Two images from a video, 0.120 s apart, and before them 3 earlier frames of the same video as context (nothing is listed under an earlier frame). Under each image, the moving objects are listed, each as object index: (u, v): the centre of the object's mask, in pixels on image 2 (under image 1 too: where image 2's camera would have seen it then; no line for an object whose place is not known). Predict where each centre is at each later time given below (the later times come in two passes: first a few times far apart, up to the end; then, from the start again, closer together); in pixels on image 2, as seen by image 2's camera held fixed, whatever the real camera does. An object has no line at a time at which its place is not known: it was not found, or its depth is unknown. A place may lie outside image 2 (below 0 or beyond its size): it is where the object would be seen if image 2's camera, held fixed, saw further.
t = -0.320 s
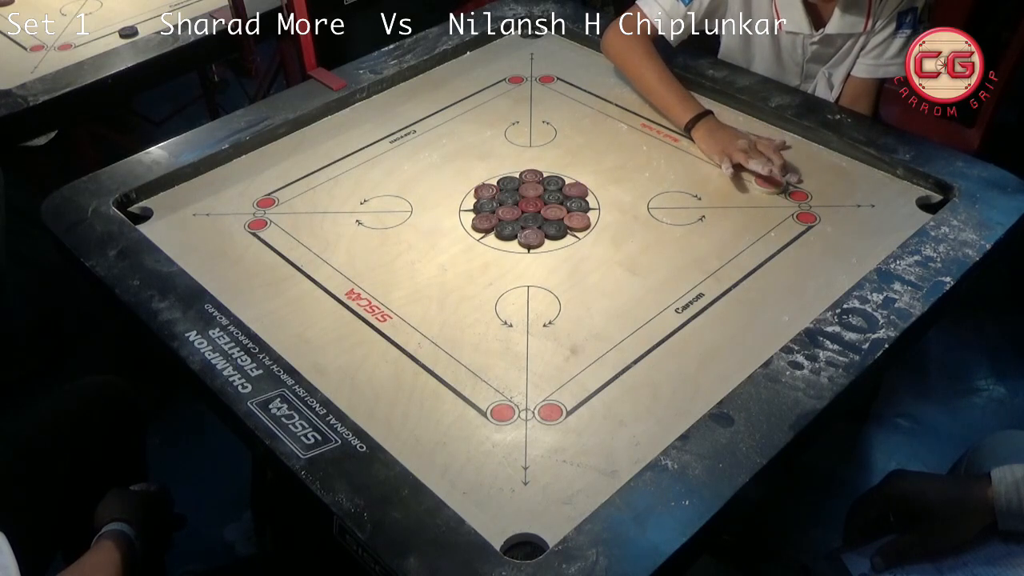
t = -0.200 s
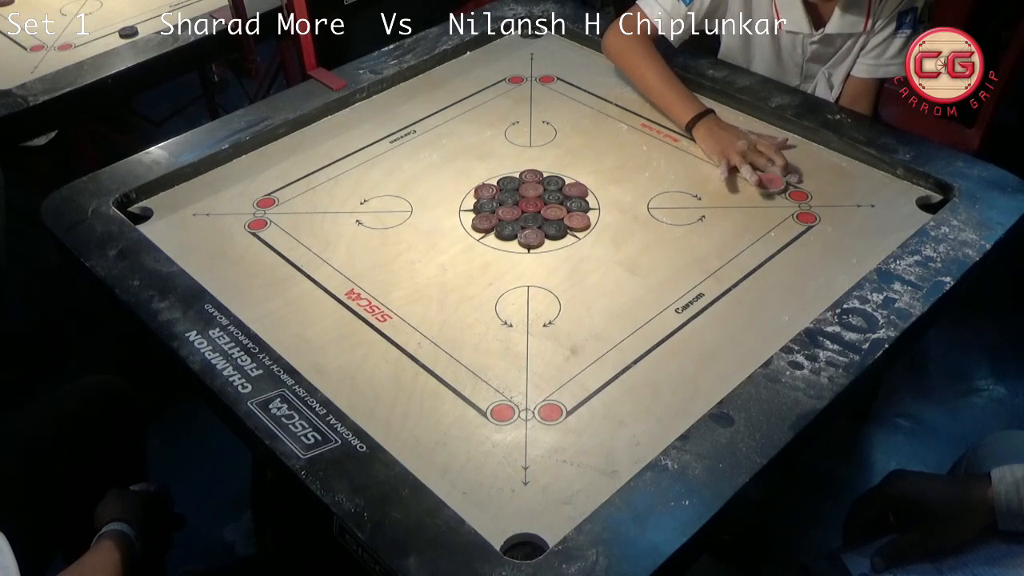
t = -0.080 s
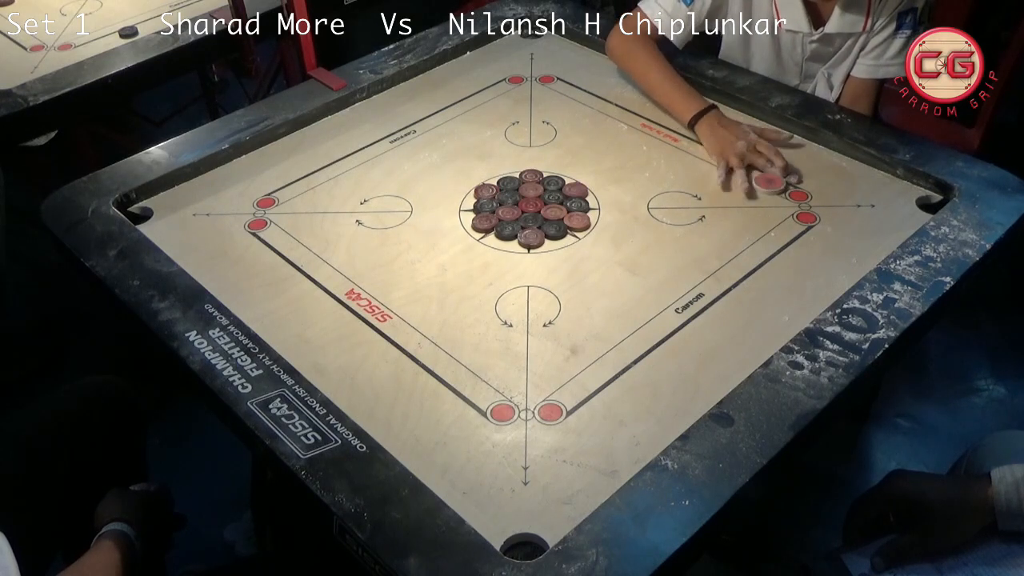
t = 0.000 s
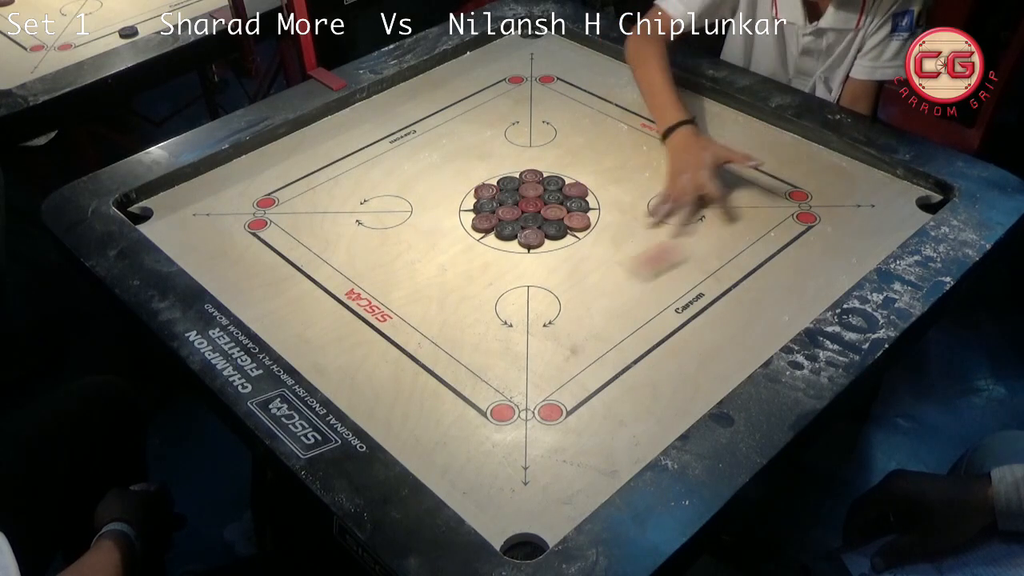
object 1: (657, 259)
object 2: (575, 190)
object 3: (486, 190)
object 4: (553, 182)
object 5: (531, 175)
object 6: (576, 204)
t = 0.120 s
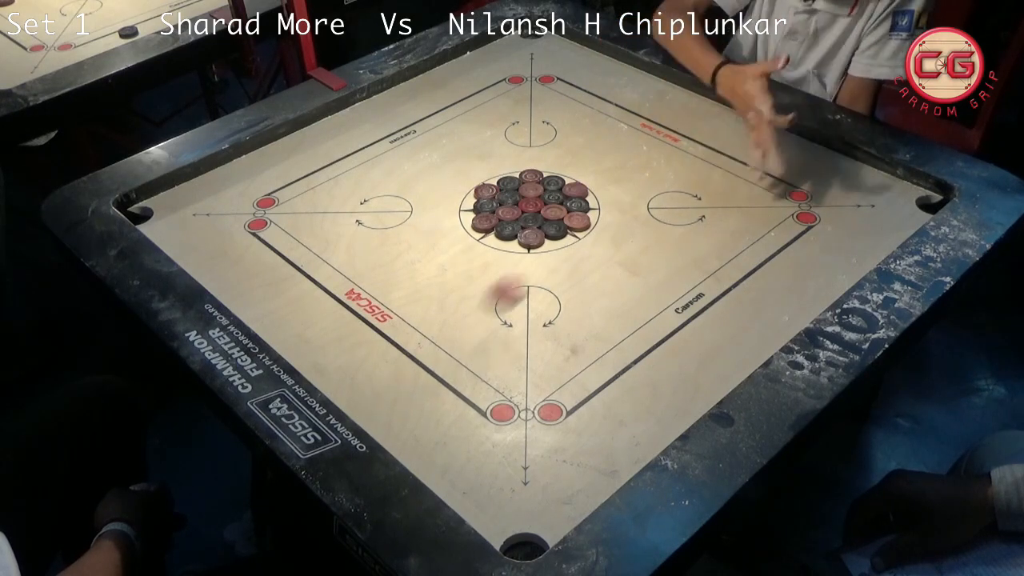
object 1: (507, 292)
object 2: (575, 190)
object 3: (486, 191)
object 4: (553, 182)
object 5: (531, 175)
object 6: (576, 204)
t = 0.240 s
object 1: (786, 194)
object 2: (596, 172)
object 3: (448, 169)
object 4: (566, 131)
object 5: (530, 151)
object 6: (617, 196)
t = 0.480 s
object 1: (610, 314)
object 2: (621, 148)
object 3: (384, 133)
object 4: (578, 51)
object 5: (529, 114)
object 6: (676, 181)
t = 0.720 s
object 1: (355, 265)
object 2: (622, 147)
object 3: (363, 119)
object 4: (514, 58)
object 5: (529, 109)
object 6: (682, 180)
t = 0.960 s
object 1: (420, 89)
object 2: (622, 147)
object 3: (363, 119)
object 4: (501, 59)
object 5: (529, 109)
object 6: (682, 180)
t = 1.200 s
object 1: (613, 63)
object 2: (622, 147)
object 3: (363, 119)
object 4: (501, 59)
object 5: (529, 109)
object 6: (682, 180)
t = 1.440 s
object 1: (629, 144)
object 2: (625, 181)
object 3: (362, 119)
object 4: (502, 59)
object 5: (529, 109)
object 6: (682, 180)
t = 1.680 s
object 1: (638, 177)
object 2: (640, 315)
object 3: (362, 119)
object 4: (501, 59)
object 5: (529, 109)
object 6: (682, 180)
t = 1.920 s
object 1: (644, 192)
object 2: (653, 426)
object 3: (362, 119)
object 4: (501, 59)
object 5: (529, 109)
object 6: (682, 180)
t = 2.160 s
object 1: (645, 193)
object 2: (632, 444)
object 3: (362, 119)
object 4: (501, 59)
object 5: (529, 109)
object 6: (682, 180)
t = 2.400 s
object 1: (645, 193)
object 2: (632, 444)
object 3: (362, 119)
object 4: (501, 59)
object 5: (529, 109)
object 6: (682, 180)
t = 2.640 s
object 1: (645, 193)
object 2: (632, 444)
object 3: (362, 119)
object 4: (501, 59)
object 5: (529, 109)
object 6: (682, 180)
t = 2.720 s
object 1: (645, 193)
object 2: (632, 444)
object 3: (362, 119)
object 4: (501, 59)
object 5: (529, 109)
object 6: (682, 180)
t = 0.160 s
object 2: (579, 187)
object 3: (481, 187)
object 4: (555, 175)
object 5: (531, 171)
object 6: (583, 204)
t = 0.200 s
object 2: (588, 179)
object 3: (464, 178)
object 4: (561, 152)
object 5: (530, 161)
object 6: (601, 200)
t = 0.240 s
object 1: (786, 194)
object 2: (596, 172)
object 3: (448, 169)
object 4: (566, 131)
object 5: (530, 151)
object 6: (617, 196)
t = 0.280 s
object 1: (870, 174)
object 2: (603, 166)
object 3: (433, 161)
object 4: (570, 113)
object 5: (530, 142)
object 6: (631, 193)
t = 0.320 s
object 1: (871, 223)
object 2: (608, 161)
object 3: (421, 154)
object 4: (574, 96)
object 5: (530, 135)
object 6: (644, 190)
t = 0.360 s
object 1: (844, 267)
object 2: (613, 156)
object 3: (410, 148)
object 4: (578, 81)
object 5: (529, 128)
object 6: (655, 187)
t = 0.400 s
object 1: (768, 283)
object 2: (617, 152)
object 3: (400, 142)
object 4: (581, 68)
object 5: (529, 123)
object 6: (664, 185)
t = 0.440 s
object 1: (688, 297)
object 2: (619, 150)
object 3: (391, 137)
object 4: (583, 57)
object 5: (529, 118)
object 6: (671, 183)
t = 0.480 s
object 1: (610, 314)
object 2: (621, 148)
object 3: (384, 133)
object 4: (578, 51)
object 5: (529, 114)
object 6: (676, 181)
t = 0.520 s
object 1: (530, 329)
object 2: (622, 147)
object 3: (378, 129)
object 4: (564, 53)
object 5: (529, 112)
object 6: (680, 180)
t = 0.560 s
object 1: (451, 345)
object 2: (622, 147)
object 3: (372, 125)
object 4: (551, 54)
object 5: (529, 110)
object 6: (682, 180)
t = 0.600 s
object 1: (369, 362)
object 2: (622, 147)
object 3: (368, 123)
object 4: (540, 55)
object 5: (529, 109)
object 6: (682, 180)
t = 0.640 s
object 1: (321, 356)
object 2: (622, 147)
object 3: (365, 121)
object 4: (530, 56)
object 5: (529, 109)
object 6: (682, 180)
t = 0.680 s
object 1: (339, 308)
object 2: (622, 147)
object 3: (364, 120)
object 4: (521, 57)
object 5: (529, 109)
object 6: (682, 180)
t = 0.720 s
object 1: (355, 265)
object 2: (622, 147)
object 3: (363, 119)
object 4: (514, 58)
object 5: (529, 109)
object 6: (682, 180)
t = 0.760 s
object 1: (368, 228)
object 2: (622, 147)
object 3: (362, 119)
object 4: (509, 58)
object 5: (529, 109)
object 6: (682, 180)
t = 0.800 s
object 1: (380, 194)
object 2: (622, 147)
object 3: (362, 119)
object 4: (505, 59)
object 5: (529, 109)
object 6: (682, 180)
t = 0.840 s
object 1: (392, 164)
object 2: (622, 147)
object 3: (362, 119)
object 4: (503, 59)
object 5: (529, 109)
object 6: (682, 180)
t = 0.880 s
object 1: (402, 137)
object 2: (622, 147)
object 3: (362, 119)
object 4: (501, 59)
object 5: (529, 109)
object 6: (682, 180)
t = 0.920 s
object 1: (411, 112)
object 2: (622, 147)
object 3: (363, 119)
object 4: (501, 59)
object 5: (529, 109)
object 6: (682, 180)
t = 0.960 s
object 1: (420, 89)
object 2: (622, 147)
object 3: (363, 119)
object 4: (501, 59)
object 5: (529, 109)
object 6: (682, 180)
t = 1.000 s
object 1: (440, 75)
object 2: (622, 147)
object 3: (363, 119)
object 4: (501, 59)
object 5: (529, 109)
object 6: (682, 180)
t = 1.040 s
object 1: (477, 72)
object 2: (622, 147)
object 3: (363, 119)
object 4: (502, 59)
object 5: (529, 109)
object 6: (682, 180)
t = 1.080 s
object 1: (512, 70)
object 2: (622, 147)
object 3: (362, 119)
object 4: (501, 59)
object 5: (529, 109)
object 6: (682, 180)
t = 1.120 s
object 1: (547, 67)
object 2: (622, 147)
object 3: (363, 119)
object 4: (501, 59)
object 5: (529, 109)
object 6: (682, 180)
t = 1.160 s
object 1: (581, 65)
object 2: (622, 147)
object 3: (363, 119)
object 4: (501, 59)
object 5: (529, 109)
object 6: (682, 180)
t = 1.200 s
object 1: (613, 63)
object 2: (622, 147)
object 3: (363, 119)
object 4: (501, 59)
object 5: (529, 109)
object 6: (682, 180)
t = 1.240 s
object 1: (616, 78)
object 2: (622, 147)
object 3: (363, 119)
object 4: (501, 59)
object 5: (529, 109)
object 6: (682, 180)
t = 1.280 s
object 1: (619, 94)
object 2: (622, 147)
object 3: (363, 119)
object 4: (501, 59)
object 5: (529, 109)
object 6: (682, 180)
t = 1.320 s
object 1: (622, 110)
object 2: (622, 147)
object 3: (363, 119)
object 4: (501, 59)
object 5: (529, 109)
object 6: (682, 180)
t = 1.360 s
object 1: (625, 125)
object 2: (622, 147)
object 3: (363, 119)
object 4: (501, 59)
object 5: (529, 109)
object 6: (682, 180)
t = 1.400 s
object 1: (626, 137)
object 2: (623, 160)
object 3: (363, 119)
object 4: (501, 59)
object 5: (529, 109)
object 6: (682, 180)
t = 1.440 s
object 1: (629, 144)
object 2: (625, 181)
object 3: (362, 119)
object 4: (502, 59)
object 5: (529, 109)
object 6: (682, 180)
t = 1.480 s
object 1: (631, 151)
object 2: (628, 204)
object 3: (363, 119)
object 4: (501, 59)
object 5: (529, 109)
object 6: (682, 180)
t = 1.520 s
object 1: (632, 157)
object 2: (630, 227)
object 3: (363, 119)
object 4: (501, 59)
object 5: (529, 109)
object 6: (682, 180)
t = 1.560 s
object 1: (634, 163)
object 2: (633, 249)
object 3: (363, 119)
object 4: (501, 59)
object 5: (529, 109)
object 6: (682, 180)
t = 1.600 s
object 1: (635, 168)
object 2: (635, 272)
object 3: (362, 119)
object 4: (501, 59)
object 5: (529, 109)
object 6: (682, 180)
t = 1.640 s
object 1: (636, 173)
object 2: (638, 294)
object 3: (362, 119)
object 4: (501, 59)
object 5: (529, 109)
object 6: (682, 180)
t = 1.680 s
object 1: (638, 177)
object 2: (640, 315)
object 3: (362, 119)
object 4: (501, 59)
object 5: (529, 109)
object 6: (682, 180)
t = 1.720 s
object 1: (639, 181)
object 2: (643, 336)
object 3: (362, 119)
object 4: (501, 59)
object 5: (529, 109)
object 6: (682, 180)
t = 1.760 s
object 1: (641, 184)
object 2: (645, 357)
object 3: (362, 119)
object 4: (501, 59)
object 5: (529, 109)
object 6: (682, 180)
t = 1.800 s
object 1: (642, 187)
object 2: (647, 376)
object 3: (362, 119)
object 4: (501, 59)
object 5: (529, 109)
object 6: (682, 180)
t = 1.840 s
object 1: (643, 189)
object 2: (649, 394)
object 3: (362, 119)
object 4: (501, 59)
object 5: (529, 109)
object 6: (682, 180)
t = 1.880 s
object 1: (644, 191)
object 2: (651, 410)
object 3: (362, 119)
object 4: (501, 59)
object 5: (529, 109)
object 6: (682, 180)
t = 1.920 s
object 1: (644, 192)
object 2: (653, 426)
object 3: (362, 119)
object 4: (501, 59)
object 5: (529, 109)
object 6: (682, 180)
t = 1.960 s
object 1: (645, 192)
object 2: (654, 438)
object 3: (362, 119)
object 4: (502, 59)
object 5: (529, 109)
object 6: (682, 180)
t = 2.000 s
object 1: (645, 192)
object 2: (648, 443)
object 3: (362, 119)
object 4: (501, 59)
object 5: (529, 109)
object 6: (682, 180)
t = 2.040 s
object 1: (645, 193)
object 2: (641, 444)
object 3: (362, 119)
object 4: (501, 59)
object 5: (529, 109)
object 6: (682, 180)
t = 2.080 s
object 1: (645, 193)
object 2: (635, 444)
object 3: (362, 119)
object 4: (501, 59)
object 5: (529, 109)
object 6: (682, 180)
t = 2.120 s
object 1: (645, 193)
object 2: (633, 444)
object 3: (362, 119)
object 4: (501, 59)
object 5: (529, 109)
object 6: (682, 180)
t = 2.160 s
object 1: (645, 193)
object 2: (632, 444)
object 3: (362, 119)
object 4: (501, 59)
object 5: (529, 109)
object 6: (682, 180)
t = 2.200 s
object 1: (645, 193)
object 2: (633, 443)
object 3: (362, 118)
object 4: (501, 59)
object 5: (529, 109)
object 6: (682, 180)
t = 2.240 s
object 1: (645, 193)
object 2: (633, 444)
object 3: (362, 119)
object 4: (501, 59)
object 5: (529, 109)
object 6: (682, 180)
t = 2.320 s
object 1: (645, 193)
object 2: (632, 444)
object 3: (362, 119)
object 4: (501, 59)
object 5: (529, 109)
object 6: (682, 180)
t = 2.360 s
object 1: (645, 193)
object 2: (632, 444)
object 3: (362, 119)
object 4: (501, 59)
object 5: (529, 109)
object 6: (682, 180)
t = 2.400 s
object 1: (645, 193)
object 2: (632, 444)
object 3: (362, 119)
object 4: (501, 59)
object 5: (529, 109)
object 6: (682, 180)
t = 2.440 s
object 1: (645, 193)
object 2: (632, 444)
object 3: (362, 119)
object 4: (501, 59)
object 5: (529, 109)
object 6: (682, 180)
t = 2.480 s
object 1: (645, 193)
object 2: (632, 444)
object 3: (362, 119)
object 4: (501, 59)
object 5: (529, 109)
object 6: (682, 180)
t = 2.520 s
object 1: (645, 193)
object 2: (632, 444)
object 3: (362, 119)
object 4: (501, 59)
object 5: (529, 109)
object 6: (682, 180)
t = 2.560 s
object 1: (645, 193)
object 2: (632, 444)
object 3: (362, 119)
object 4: (501, 59)
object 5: (529, 109)
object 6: (682, 180)
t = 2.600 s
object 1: (645, 193)
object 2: (632, 444)
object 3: (362, 119)
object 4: (501, 59)
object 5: (529, 109)
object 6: (682, 180)
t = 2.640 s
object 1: (645, 193)
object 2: (632, 444)
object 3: (362, 119)
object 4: (501, 59)
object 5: (529, 109)
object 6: (682, 180)
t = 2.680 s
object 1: (645, 193)
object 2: (632, 444)
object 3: (362, 119)
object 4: (501, 59)
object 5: (529, 109)
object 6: (682, 180)
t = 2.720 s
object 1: (645, 193)
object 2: (632, 444)
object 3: (362, 119)
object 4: (501, 59)
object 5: (529, 109)
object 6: (682, 180)
